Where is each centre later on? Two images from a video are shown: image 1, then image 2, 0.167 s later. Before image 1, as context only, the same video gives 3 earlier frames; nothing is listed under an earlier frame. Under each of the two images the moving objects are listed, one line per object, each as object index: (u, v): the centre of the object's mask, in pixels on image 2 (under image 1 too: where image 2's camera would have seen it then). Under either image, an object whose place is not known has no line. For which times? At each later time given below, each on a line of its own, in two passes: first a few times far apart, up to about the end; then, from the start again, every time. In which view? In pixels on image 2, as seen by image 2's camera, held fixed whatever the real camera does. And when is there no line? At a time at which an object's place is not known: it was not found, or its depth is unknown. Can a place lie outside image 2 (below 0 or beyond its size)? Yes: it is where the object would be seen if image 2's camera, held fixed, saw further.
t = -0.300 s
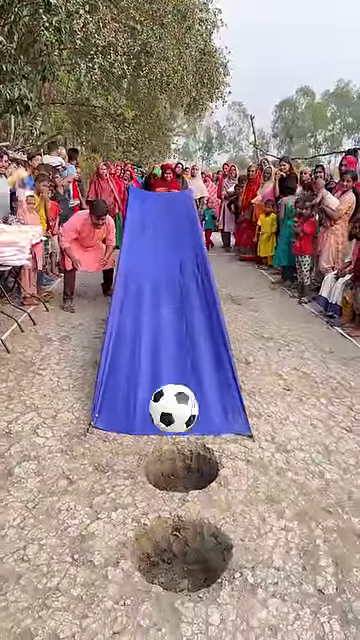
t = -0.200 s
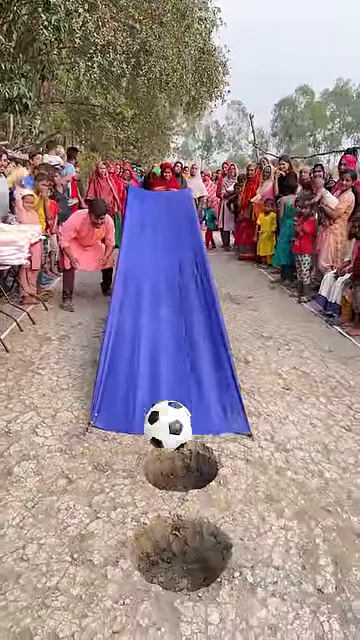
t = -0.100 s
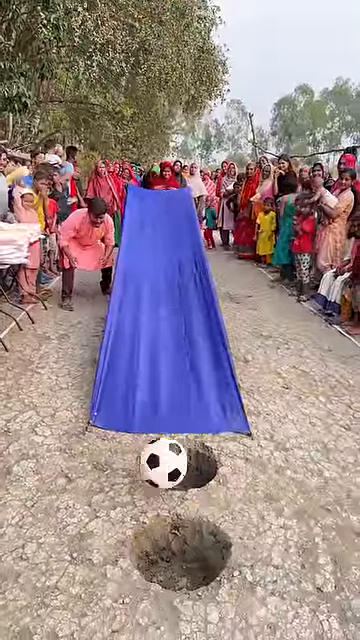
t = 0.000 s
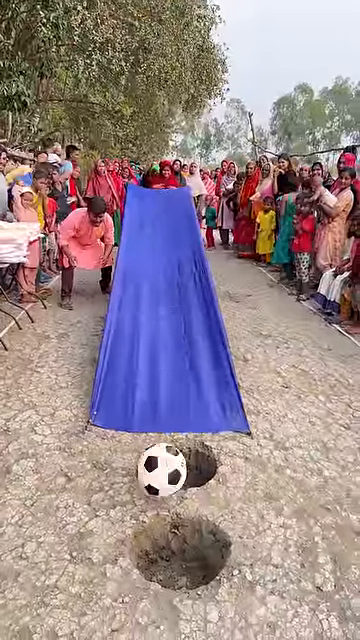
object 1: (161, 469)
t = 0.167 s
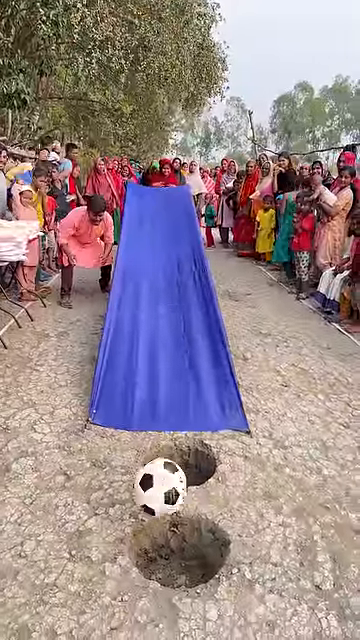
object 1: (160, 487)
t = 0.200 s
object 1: (160, 499)
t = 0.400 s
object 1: (182, 568)
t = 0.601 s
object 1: (173, 559)
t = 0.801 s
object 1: (168, 566)
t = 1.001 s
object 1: (171, 567)
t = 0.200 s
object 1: (160, 499)
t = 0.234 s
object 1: (160, 513)
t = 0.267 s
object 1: (160, 530)
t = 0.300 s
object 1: (160, 548)
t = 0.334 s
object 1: (165, 559)
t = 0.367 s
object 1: (174, 563)
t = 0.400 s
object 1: (182, 568)
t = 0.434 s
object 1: (186, 569)
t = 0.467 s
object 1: (186, 564)
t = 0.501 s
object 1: (185, 561)
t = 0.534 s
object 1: (183, 560)
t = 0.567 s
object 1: (178, 559)
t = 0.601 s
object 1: (173, 559)
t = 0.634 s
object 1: (169, 560)
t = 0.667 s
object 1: (167, 562)
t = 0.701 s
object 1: (167, 564)
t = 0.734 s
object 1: (168, 564)
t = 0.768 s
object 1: (168, 566)
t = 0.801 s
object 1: (168, 566)
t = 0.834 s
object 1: (168, 567)
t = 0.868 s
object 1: (170, 567)
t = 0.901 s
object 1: (171, 567)
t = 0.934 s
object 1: (171, 567)
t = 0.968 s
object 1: (171, 567)
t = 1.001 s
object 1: (171, 567)
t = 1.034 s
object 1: (172, 567)
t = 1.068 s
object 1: (172, 567)
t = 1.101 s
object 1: (172, 567)
